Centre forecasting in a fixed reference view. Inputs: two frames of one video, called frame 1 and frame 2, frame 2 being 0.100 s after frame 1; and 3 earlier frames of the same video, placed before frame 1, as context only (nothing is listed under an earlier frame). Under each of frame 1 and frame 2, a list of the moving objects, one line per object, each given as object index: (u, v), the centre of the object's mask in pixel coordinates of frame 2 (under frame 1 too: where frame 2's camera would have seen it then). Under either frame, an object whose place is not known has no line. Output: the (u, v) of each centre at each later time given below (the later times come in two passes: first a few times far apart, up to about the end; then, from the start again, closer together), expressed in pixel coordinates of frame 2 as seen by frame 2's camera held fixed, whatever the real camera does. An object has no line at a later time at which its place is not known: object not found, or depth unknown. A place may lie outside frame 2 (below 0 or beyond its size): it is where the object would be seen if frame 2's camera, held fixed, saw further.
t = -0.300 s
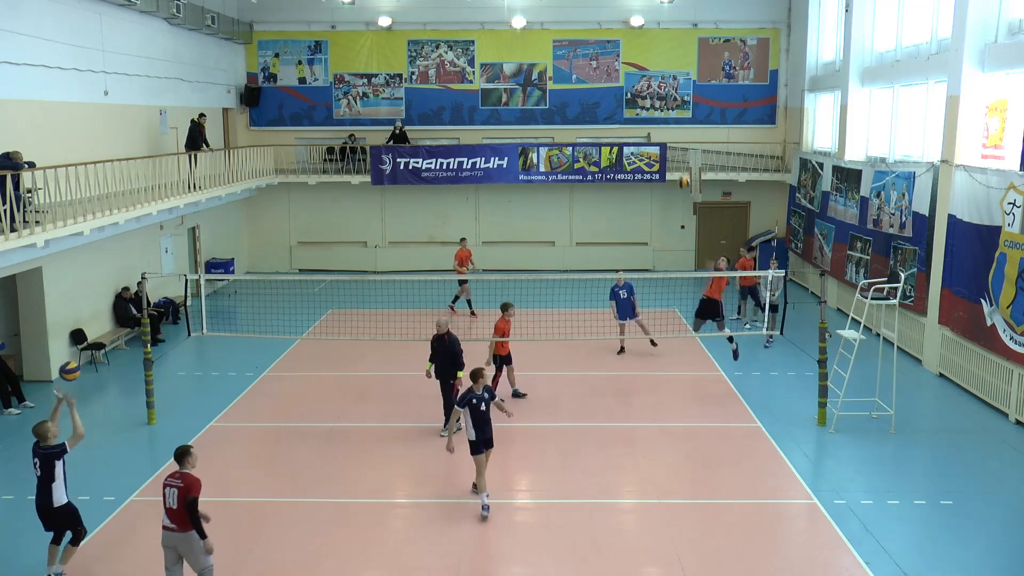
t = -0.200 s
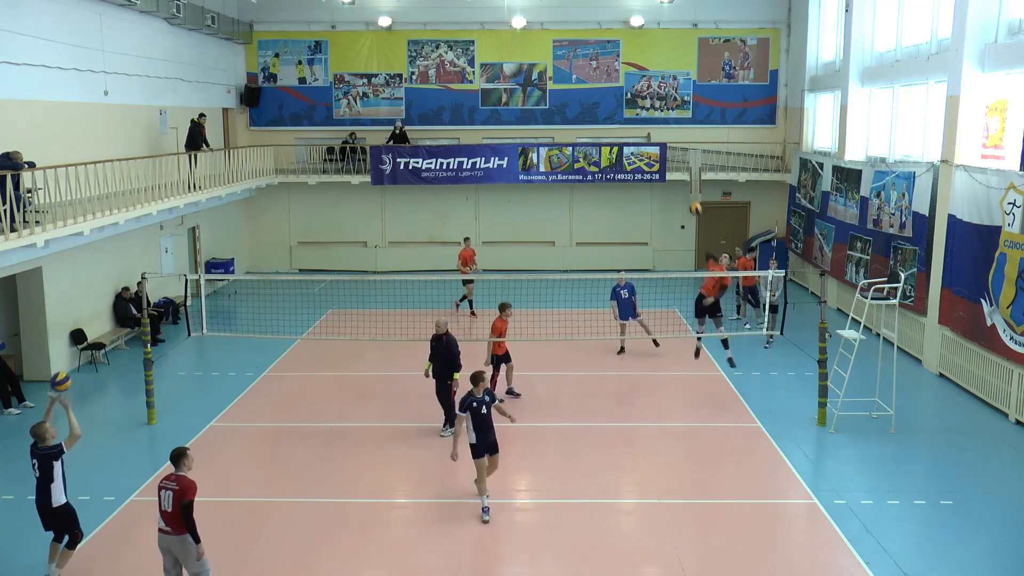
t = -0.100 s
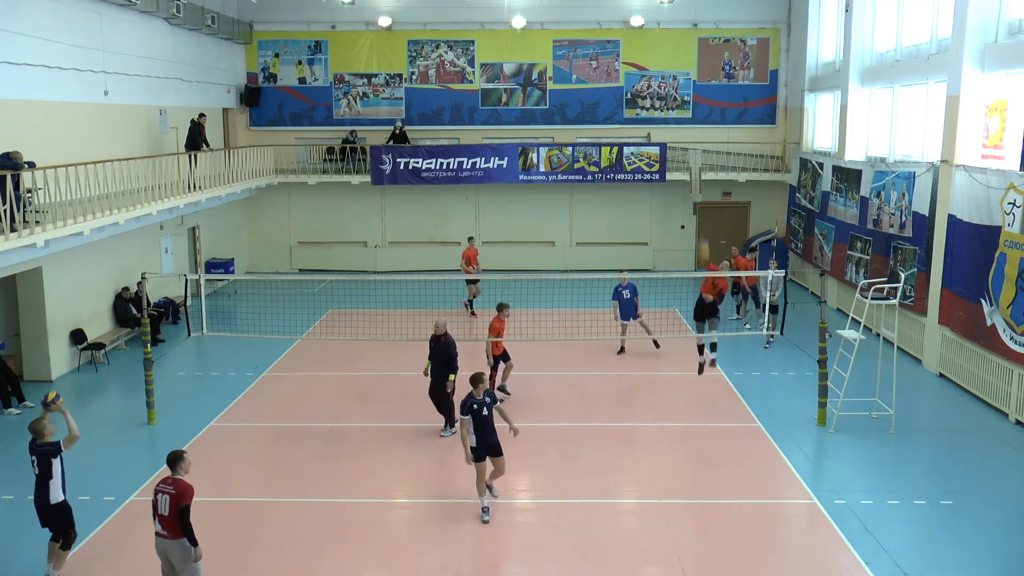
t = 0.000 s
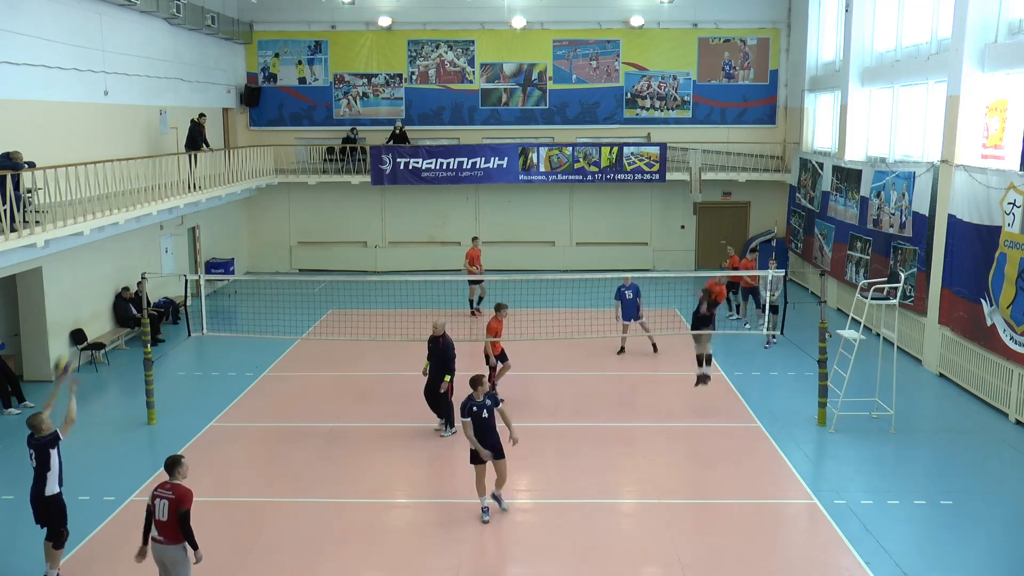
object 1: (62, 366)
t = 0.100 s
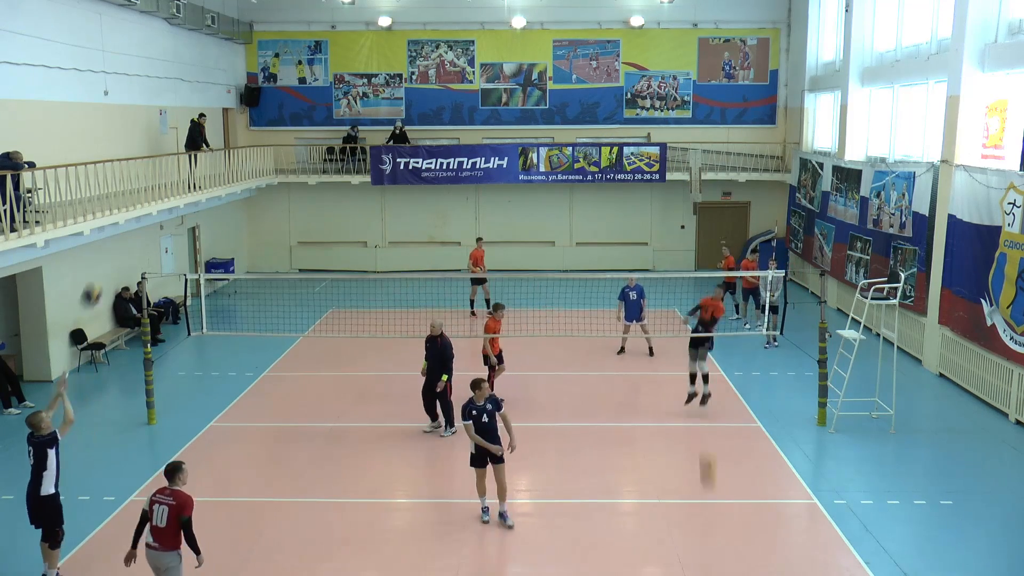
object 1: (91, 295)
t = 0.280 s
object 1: (140, 196)
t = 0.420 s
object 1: (176, 145)
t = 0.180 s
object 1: (113, 247)
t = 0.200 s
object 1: (118, 235)
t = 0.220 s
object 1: (124, 225)
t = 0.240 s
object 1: (130, 214)
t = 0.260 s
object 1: (134, 205)
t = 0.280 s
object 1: (140, 196)
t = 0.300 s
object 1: (145, 187)
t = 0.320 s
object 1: (150, 179)
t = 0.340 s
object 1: (156, 171)
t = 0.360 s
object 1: (161, 165)
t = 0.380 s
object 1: (165, 158)
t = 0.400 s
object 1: (170, 152)
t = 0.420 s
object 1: (176, 145)
